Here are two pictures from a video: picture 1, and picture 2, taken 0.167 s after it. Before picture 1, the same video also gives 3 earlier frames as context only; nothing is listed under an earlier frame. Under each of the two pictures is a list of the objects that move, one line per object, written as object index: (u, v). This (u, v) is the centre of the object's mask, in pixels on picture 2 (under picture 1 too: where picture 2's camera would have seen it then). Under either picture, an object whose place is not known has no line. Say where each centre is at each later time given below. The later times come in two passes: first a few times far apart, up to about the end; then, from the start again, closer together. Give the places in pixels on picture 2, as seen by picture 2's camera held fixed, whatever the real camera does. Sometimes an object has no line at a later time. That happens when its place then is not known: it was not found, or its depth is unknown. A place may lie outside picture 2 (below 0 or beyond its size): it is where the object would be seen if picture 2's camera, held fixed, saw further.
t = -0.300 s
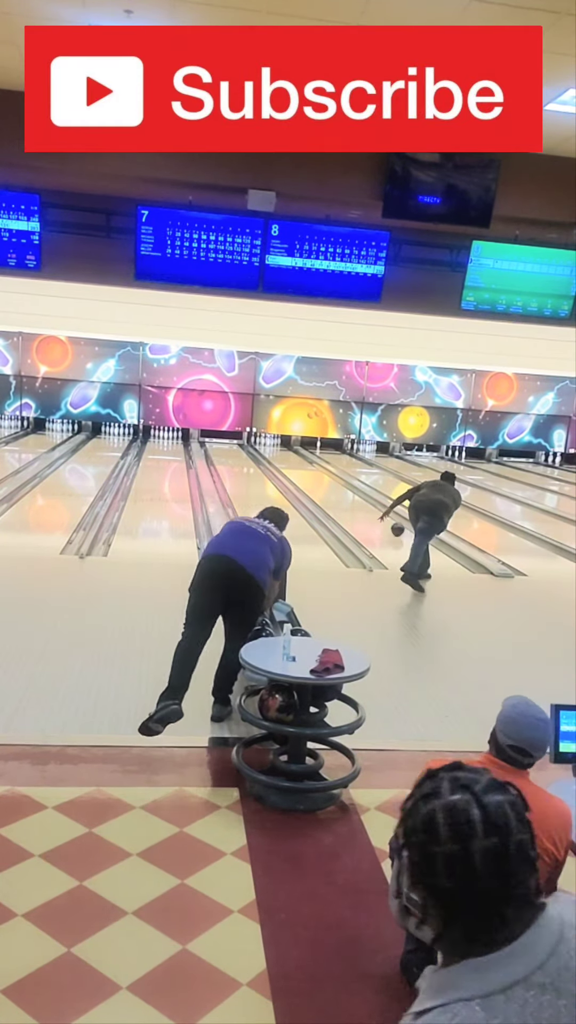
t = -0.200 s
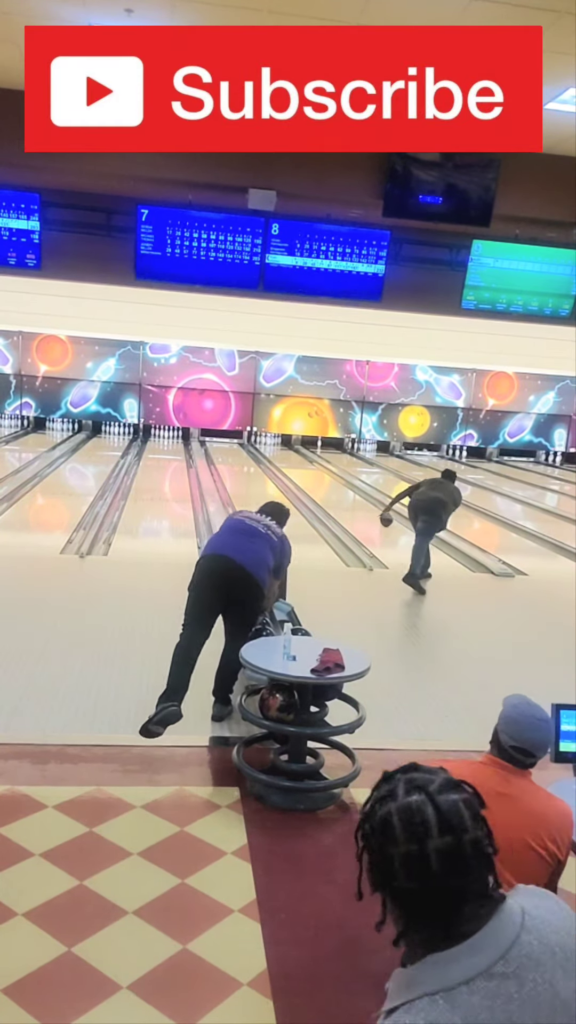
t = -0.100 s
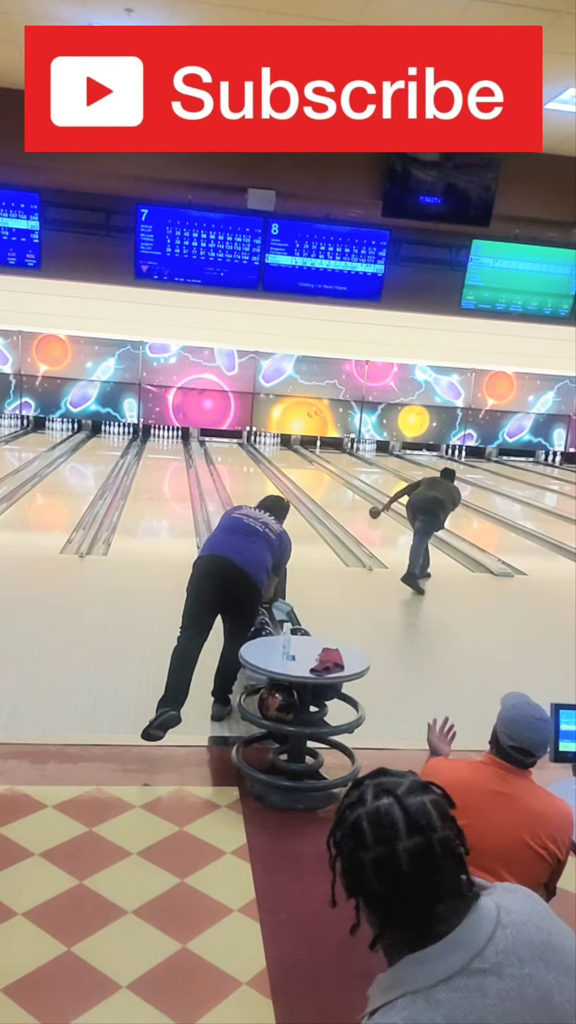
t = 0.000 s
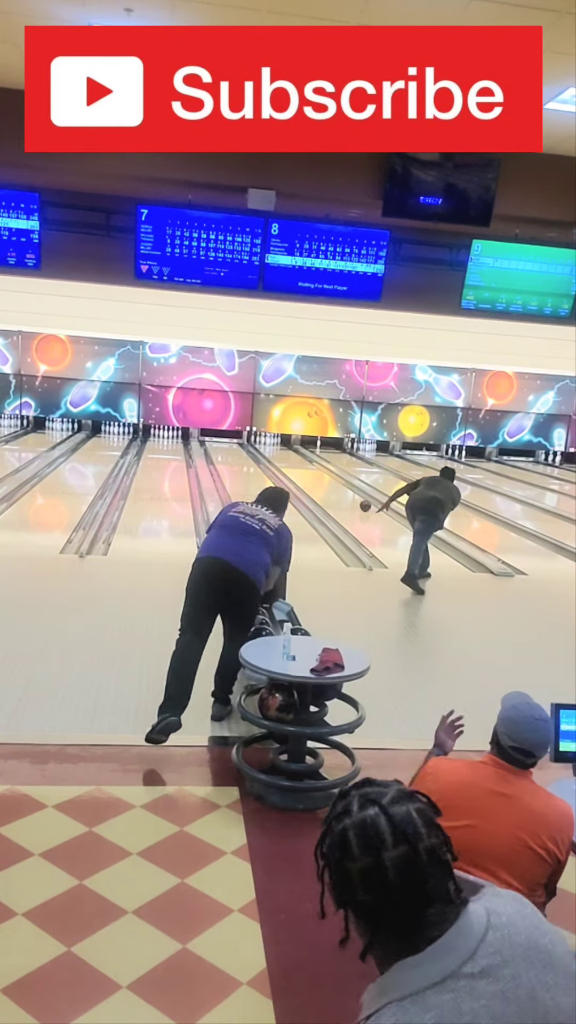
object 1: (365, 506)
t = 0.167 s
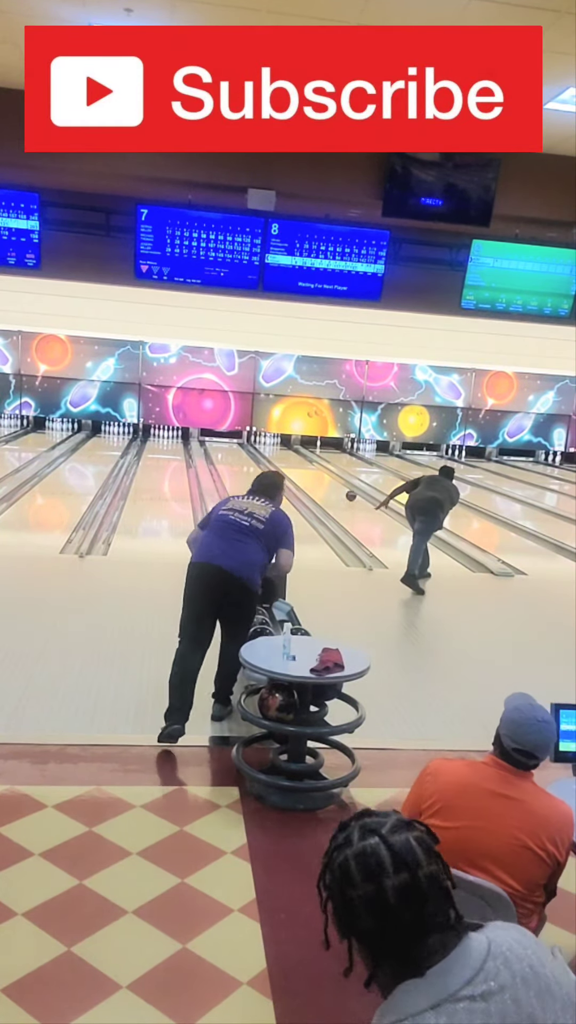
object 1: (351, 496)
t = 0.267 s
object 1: (343, 491)
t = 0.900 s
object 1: (307, 465)
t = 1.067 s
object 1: (299, 461)
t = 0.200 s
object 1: (348, 494)
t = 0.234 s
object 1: (346, 492)
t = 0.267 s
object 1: (343, 491)
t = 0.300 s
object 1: (341, 489)
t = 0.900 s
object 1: (307, 465)
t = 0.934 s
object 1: (305, 464)
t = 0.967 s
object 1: (304, 463)
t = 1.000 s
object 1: (302, 463)
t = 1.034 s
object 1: (301, 461)
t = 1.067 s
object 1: (299, 461)
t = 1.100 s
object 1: (298, 459)
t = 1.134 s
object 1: (297, 458)
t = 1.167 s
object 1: (295, 457)
